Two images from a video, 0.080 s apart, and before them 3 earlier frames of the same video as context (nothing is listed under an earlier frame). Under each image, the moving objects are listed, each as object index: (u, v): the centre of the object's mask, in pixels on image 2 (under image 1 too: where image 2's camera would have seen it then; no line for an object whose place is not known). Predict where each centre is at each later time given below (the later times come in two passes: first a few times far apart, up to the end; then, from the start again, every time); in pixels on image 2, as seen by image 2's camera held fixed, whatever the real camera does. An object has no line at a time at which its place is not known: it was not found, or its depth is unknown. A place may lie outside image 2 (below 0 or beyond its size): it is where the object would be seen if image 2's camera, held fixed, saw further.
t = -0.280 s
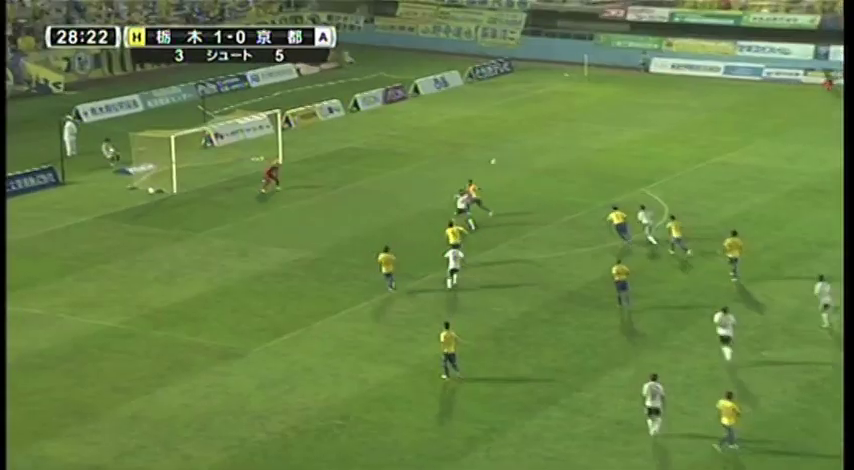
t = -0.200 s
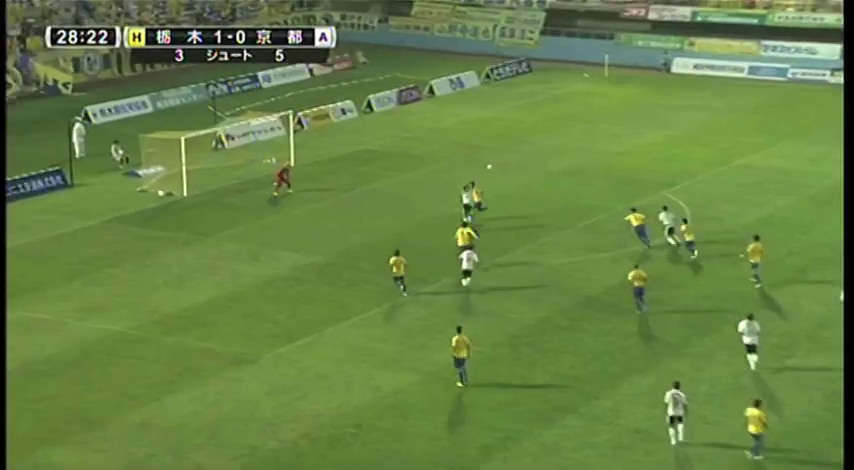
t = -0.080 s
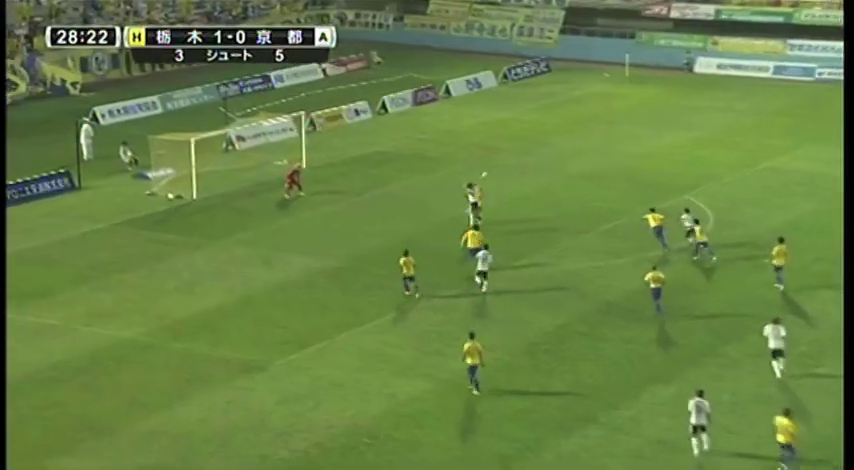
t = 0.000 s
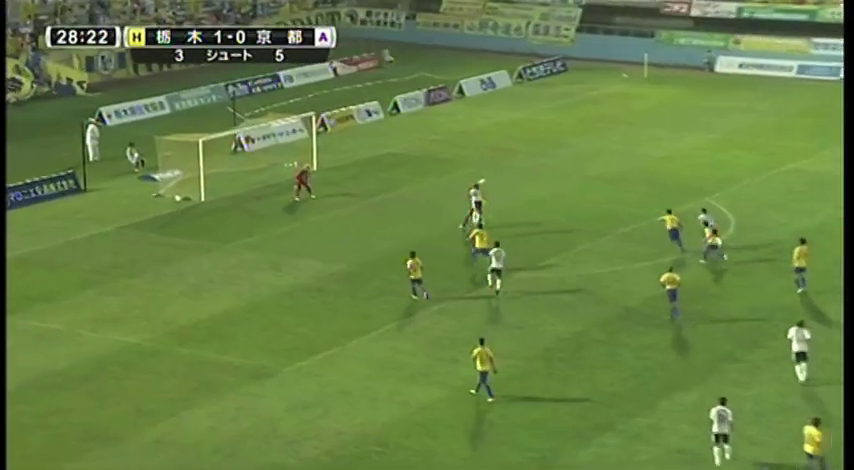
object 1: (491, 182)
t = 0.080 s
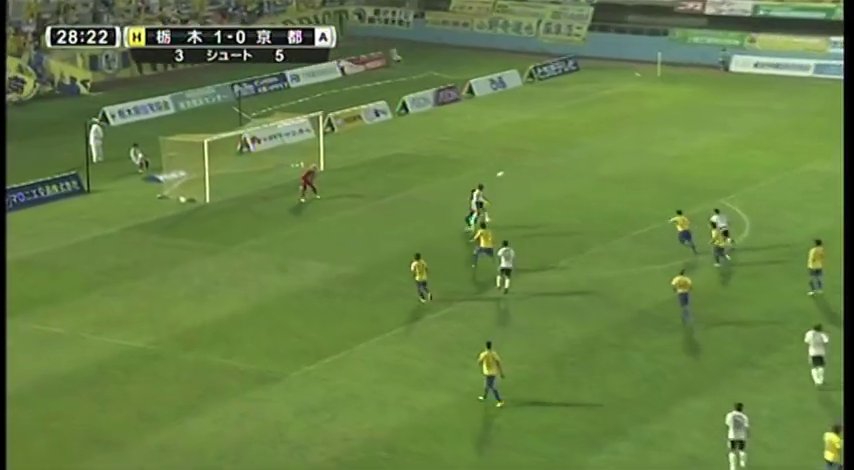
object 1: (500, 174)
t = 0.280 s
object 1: (528, 154)
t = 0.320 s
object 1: (533, 152)
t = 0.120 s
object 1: (504, 170)
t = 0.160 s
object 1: (509, 164)
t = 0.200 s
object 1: (518, 159)
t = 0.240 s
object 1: (523, 157)
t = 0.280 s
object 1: (528, 154)
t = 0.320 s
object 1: (533, 152)
